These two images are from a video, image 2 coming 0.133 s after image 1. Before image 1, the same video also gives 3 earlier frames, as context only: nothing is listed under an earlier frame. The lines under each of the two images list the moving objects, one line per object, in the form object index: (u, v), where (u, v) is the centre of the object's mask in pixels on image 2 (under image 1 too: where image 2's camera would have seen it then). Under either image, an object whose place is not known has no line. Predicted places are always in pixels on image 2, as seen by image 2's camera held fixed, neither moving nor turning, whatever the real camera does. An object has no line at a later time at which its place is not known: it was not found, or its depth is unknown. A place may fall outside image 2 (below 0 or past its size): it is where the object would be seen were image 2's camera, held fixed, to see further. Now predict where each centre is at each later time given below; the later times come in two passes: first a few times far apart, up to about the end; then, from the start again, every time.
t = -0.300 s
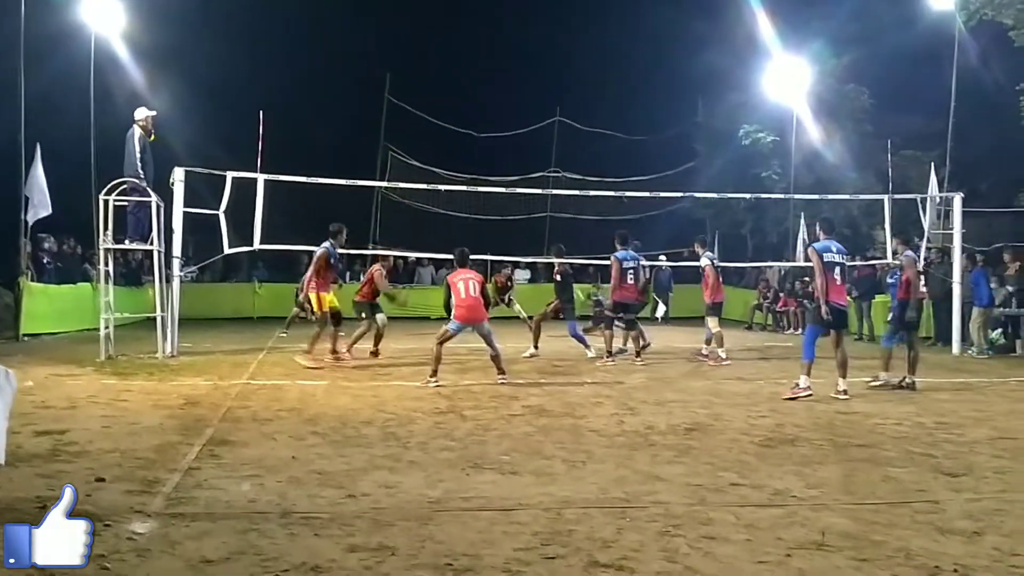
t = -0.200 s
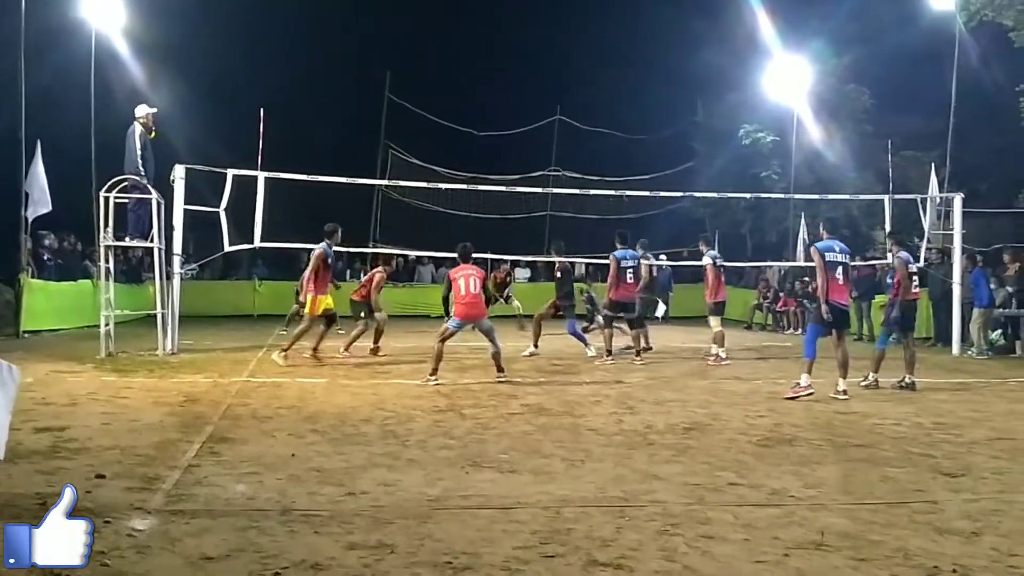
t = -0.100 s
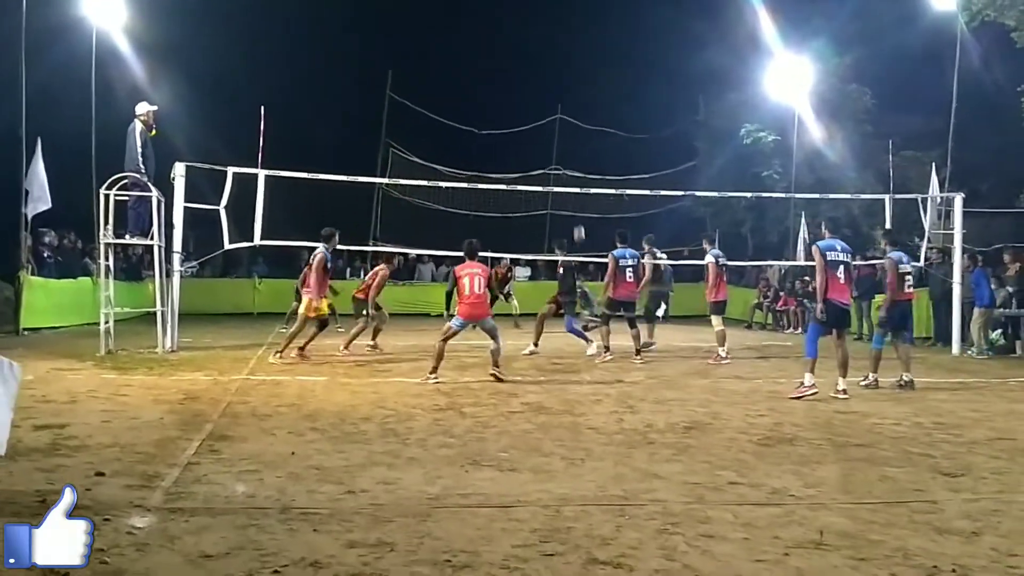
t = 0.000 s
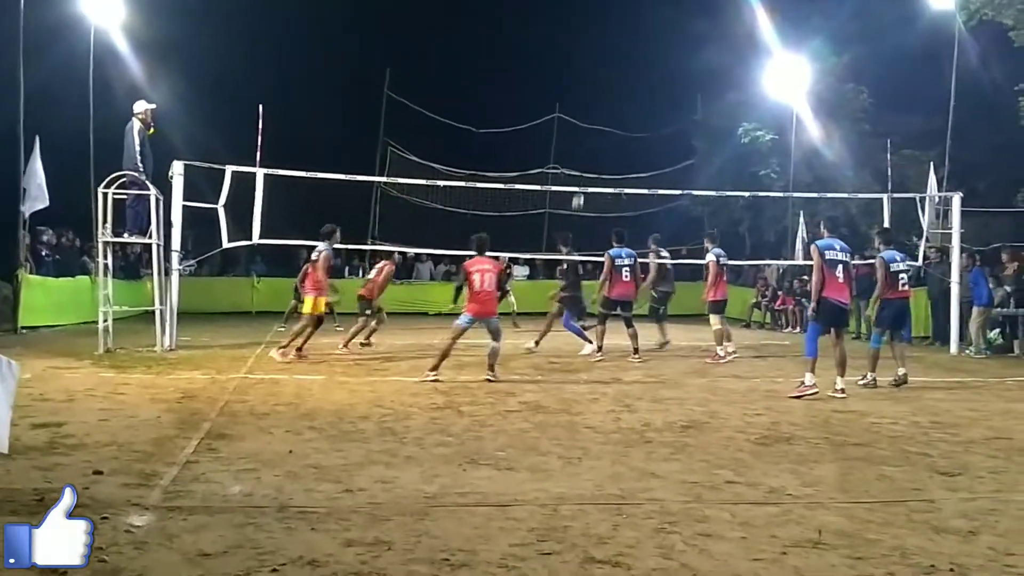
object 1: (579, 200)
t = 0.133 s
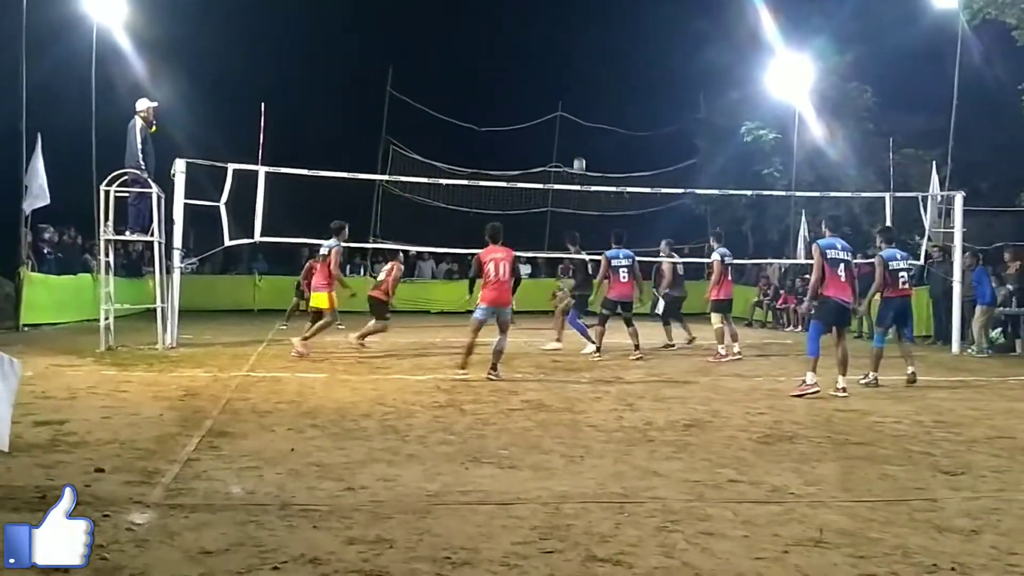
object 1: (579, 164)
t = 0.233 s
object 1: (579, 144)
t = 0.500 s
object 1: (581, 109)
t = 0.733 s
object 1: (583, 109)
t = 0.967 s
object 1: (584, 143)
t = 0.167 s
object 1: (580, 158)
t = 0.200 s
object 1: (580, 151)
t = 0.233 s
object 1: (579, 144)
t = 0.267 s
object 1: (579, 138)
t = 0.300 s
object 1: (580, 132)
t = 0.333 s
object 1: (580, 127)
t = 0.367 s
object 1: (580, 122)
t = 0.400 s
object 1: (580, 118)
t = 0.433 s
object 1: (581, 114)
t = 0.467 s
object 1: (580, 111)
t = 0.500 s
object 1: (581, 109)
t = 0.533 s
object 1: (581, 107)
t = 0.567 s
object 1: (581, 106)
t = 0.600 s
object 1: (581, 105)
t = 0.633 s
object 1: (582, 105)
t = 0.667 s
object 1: (582, 106)
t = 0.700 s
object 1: (582, 107)
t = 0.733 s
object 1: (583, 109)
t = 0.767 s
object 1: (583, 112)
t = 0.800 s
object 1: (583, 115)
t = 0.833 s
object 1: (583, 119)
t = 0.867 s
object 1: (584, 124)
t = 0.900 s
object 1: (584, 130)
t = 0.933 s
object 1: (584, 136)
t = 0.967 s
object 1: (584, 143)
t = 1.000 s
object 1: (584, 151)
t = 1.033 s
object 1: (585, 159)
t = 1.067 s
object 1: (585, 168)
